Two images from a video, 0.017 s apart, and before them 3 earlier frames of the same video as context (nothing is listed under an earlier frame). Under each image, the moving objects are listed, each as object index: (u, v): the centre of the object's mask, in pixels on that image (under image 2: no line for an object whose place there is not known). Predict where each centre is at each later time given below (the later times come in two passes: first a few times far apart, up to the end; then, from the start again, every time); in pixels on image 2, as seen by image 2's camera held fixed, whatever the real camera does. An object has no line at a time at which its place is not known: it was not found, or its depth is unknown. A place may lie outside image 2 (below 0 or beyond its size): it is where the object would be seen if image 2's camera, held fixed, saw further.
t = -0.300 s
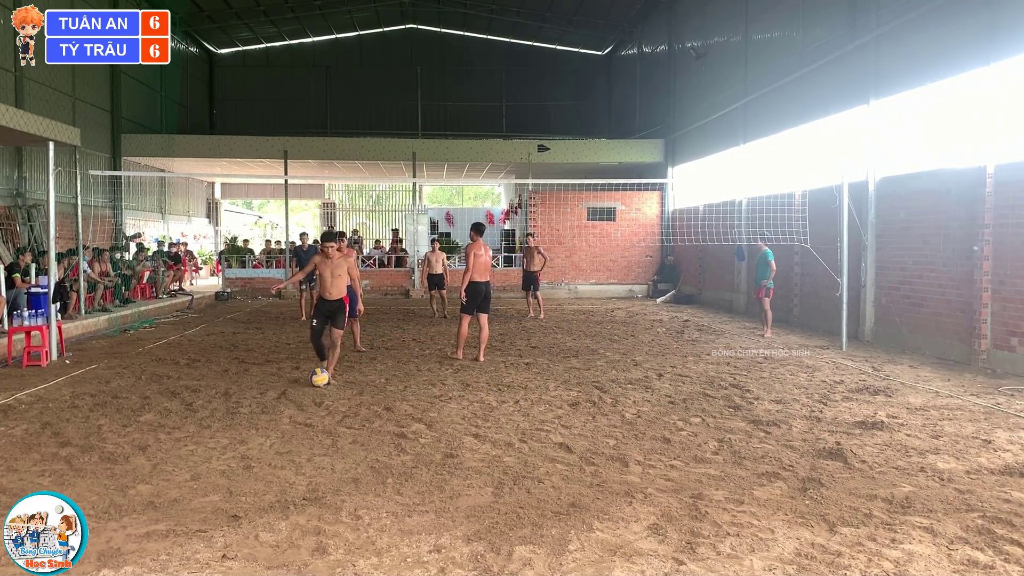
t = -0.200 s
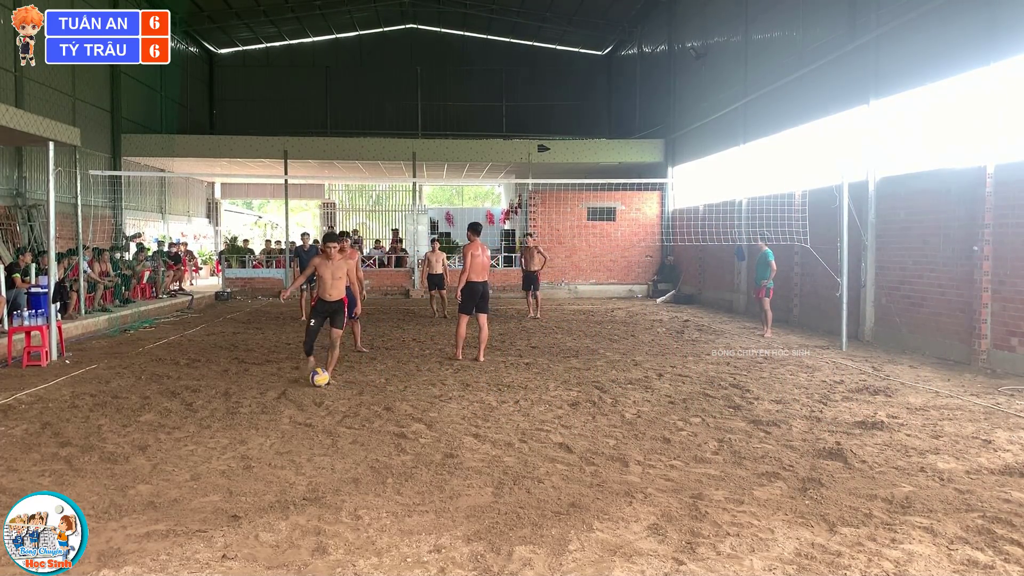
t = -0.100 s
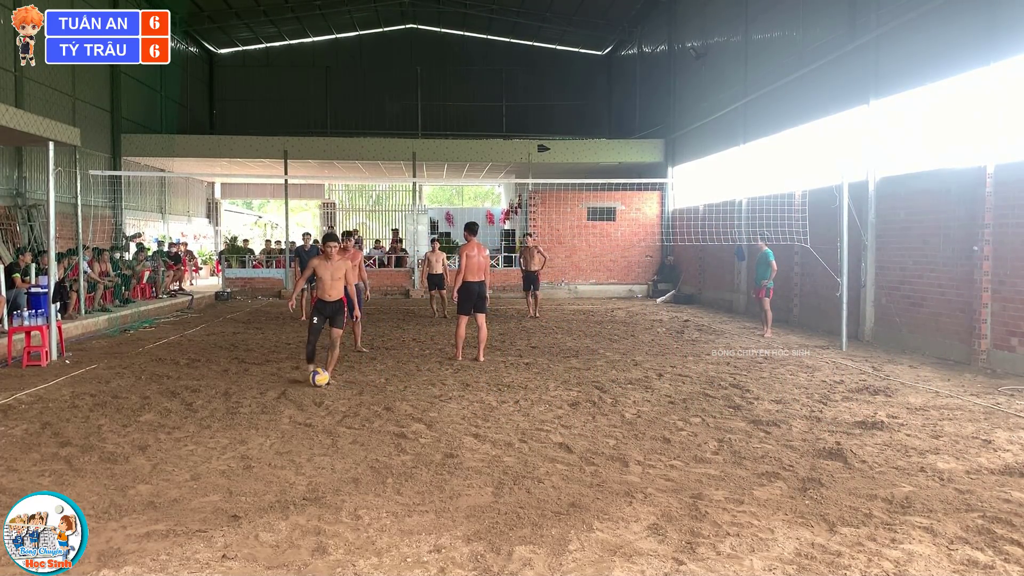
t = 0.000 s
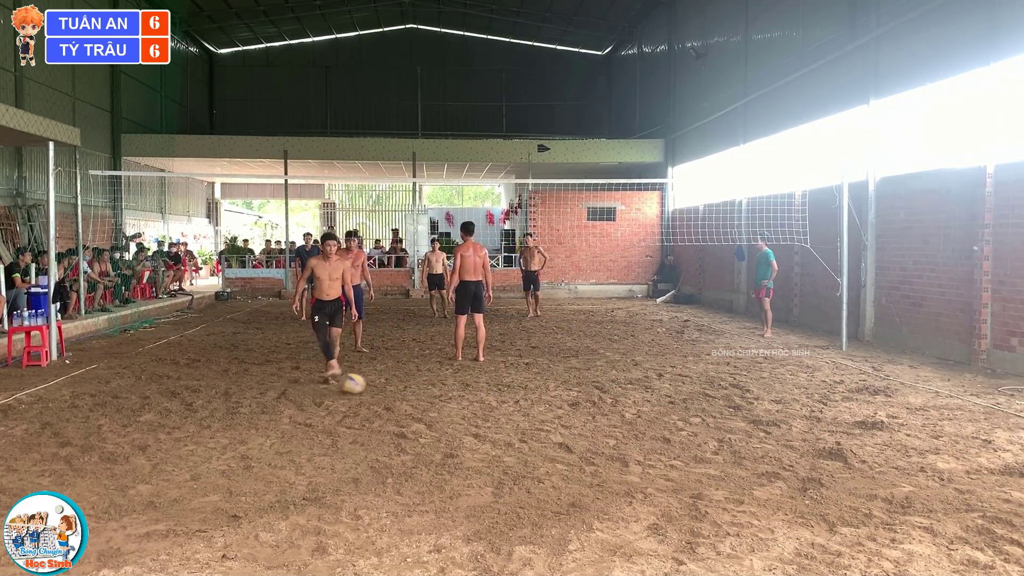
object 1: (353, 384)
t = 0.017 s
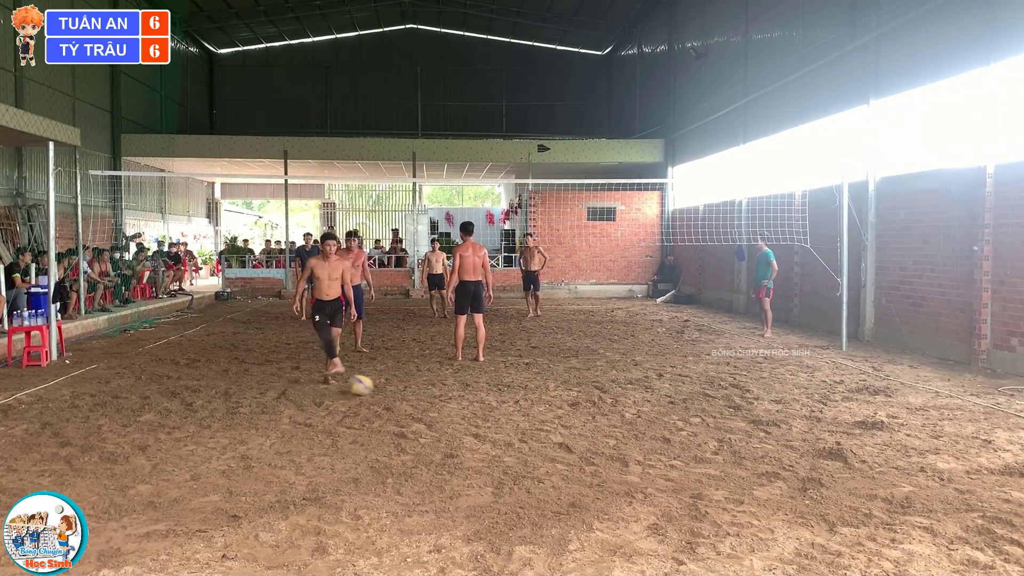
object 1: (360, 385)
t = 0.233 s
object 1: (453, 394)
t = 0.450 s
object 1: (552, 422)
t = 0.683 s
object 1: (664, 453)
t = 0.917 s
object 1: (801, 478)
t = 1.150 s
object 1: (980, 502)
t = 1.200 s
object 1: (1012, 512)
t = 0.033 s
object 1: (368, 387)
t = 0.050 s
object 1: (376, 388)
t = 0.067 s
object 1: (384, 390)
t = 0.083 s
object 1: (391, 390)
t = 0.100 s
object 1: (398, 390)
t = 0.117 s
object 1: (404, 390)
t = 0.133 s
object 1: (410, 390)
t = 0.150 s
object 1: (418, 389)
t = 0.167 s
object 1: (424, 389)
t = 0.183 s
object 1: (431, 390)
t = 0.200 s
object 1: (438, 391)
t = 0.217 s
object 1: (446, 392)
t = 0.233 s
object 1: (453, 394)
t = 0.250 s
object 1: (461, 396)
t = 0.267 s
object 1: (468, 398)
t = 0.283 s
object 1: (476, 402)
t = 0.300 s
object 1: (483, 406)
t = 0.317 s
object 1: (491, 410)
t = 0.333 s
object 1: (499, 413)
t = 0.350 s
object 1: (507, 417)
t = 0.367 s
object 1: (516, 422)
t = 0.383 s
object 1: (524, 423)
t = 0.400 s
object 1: (530, 423)
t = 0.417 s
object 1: (537, 422)
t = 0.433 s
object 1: (545, 422)
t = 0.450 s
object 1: (552, 422)
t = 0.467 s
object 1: (560, 423)
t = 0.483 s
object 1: (566, 423)
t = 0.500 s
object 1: (574, 424)
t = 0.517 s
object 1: (582, 426)
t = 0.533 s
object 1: (589, 428)
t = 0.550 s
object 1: (598, 430)
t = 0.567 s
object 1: (606, 433)
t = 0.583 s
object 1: (614, 438)
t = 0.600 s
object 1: (622, 442)
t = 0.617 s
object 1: (630, 445)
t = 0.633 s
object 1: (638, 450)
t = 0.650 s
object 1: (647, 455)
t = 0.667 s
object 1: (656, 454)
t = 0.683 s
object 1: (664, 453)
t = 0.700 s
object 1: (674, 452)
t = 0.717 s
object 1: (682, 452)
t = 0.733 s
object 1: (692, 452)
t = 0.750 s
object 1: (700, 451)
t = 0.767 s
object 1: (710, 452)
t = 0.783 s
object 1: (719, 453)
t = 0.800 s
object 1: (729, 454)
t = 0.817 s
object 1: (739, 455)
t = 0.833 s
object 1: (750, 459)
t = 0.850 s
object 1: (760, 462)
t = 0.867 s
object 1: (770, 466)
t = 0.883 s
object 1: (780, 469)
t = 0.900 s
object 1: (792, 474)
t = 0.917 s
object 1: (801, 478)
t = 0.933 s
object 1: (813, 484)
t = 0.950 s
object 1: (824, 490)
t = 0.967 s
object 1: (837, 494)
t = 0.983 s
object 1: (849, 493)
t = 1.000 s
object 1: (861, 492)
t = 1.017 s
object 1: (872, 491)
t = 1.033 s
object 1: (885, 489)
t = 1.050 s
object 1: (898, 490)
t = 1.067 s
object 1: (909, 490)
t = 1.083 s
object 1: (923, 491)
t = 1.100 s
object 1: (936, 492)
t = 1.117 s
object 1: (952, 495)
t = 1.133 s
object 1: (965, 499)
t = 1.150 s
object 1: (980, 502)
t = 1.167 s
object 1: (993, 506)
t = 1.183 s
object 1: (1004, 510)
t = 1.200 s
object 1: (1012, 512)
